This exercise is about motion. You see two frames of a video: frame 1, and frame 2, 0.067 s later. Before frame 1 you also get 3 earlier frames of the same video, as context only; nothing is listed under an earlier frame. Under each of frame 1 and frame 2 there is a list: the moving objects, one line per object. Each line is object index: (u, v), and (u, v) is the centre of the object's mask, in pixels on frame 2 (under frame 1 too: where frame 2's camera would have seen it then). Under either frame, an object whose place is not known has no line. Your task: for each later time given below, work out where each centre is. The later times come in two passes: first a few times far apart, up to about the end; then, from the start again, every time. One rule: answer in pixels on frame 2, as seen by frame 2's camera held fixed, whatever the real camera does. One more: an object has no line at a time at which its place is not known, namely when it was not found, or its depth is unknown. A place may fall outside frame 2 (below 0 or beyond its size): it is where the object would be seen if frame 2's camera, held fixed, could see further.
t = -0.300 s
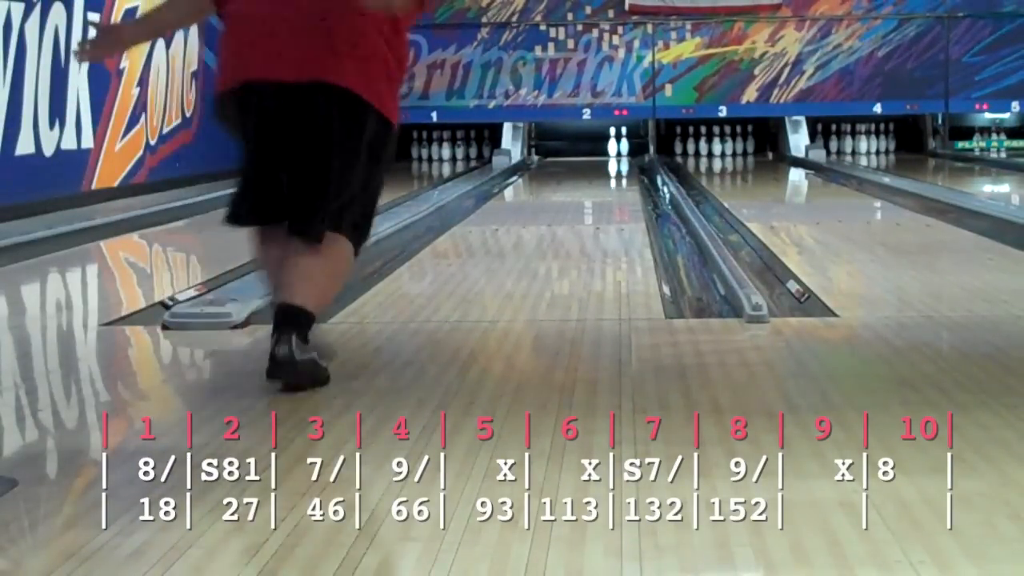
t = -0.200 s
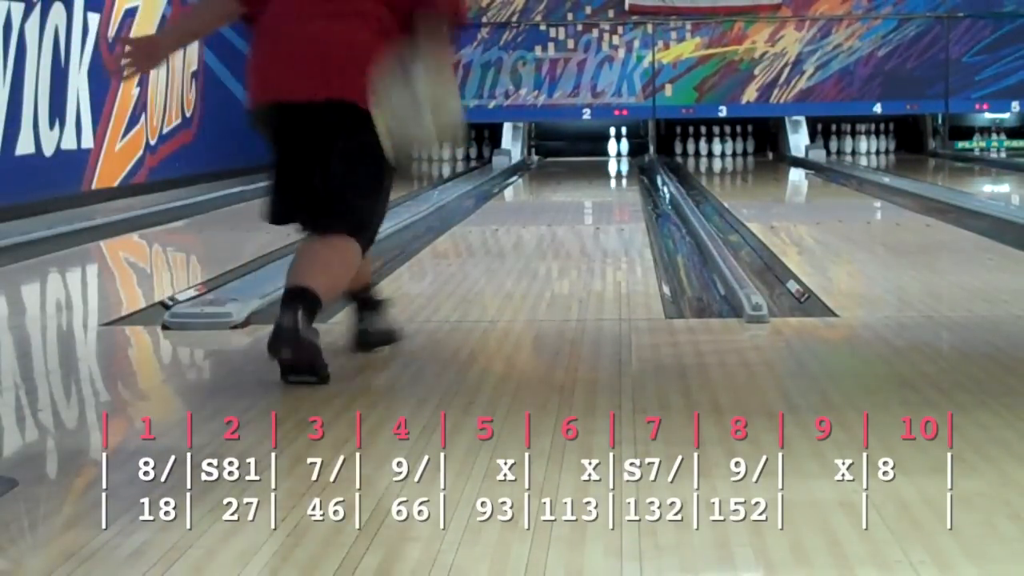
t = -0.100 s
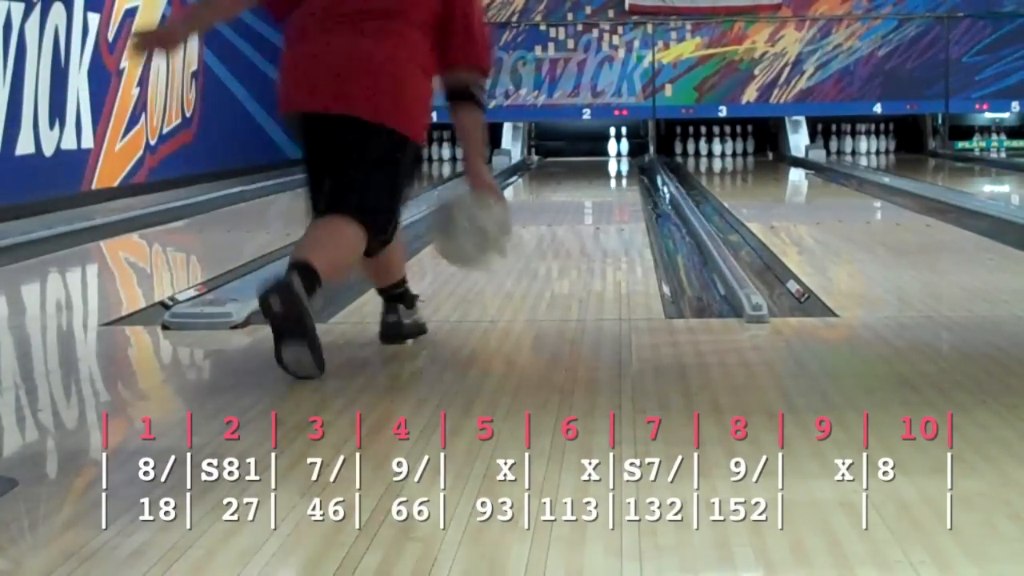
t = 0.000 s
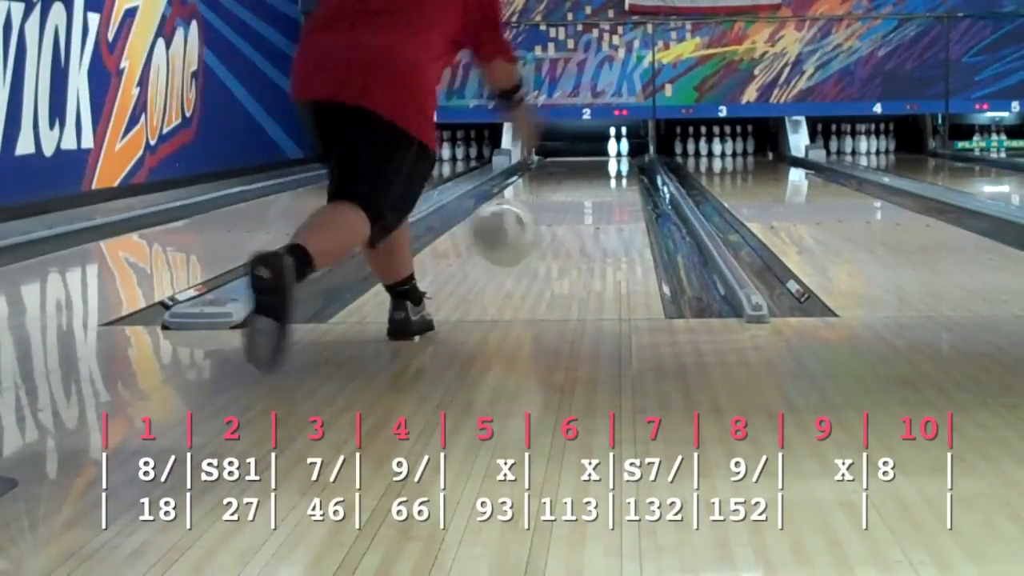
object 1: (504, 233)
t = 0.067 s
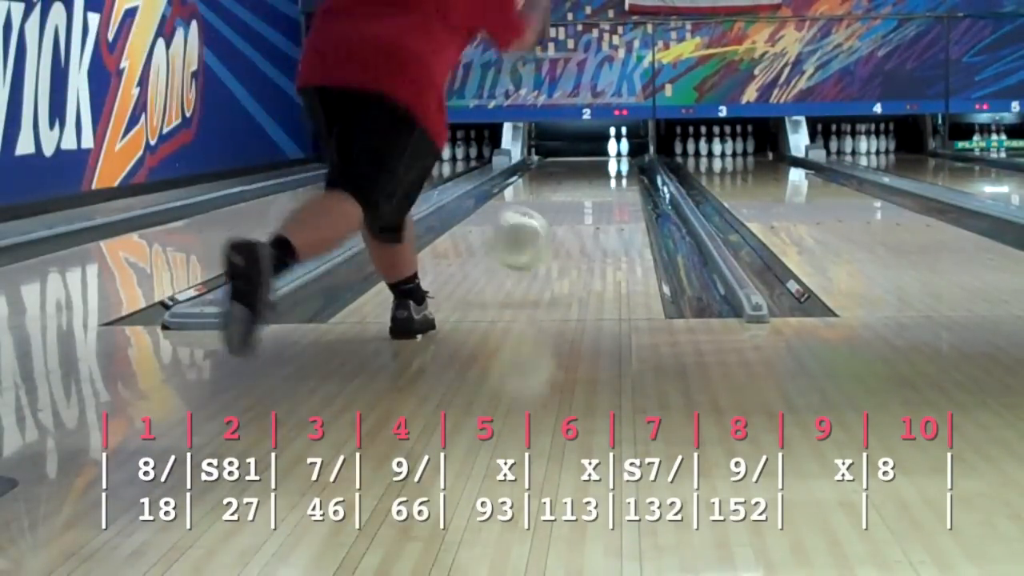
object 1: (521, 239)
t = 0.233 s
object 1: (549, 243)
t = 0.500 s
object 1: (581, 214)
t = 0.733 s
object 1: (597, 198)
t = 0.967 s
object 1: (610, 185)
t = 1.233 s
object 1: (618, 175)
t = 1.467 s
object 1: (624, 167)
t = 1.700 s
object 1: (628, 162)
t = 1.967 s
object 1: (631, 157)
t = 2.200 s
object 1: (633, 153)
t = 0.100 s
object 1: (526, 246)
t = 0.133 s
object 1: (534, 257)
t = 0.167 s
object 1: (539, 253)
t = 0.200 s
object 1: (545, 248)
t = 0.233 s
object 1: (549, 243)
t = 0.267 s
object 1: (553, 239)
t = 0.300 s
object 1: (557, 235)
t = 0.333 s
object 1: (561, 231)
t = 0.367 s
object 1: (566, 227)
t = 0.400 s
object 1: (570, 223)
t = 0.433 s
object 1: (573, 221)
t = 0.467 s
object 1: (577, 217)
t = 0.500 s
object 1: (581, 214)
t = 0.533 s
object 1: (583, 213)
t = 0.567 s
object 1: (587, 209)
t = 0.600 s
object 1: (589, 206)
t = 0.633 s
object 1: (591, 202)
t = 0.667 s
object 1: (593, 201)
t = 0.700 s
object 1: (595, 199)
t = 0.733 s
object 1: (597, 198)
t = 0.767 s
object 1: (599, 196)
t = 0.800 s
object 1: (601, 194)
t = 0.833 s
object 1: (602, 193)
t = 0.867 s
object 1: (605, 190)
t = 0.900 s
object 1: (606, 188)
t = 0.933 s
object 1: (608, 187)
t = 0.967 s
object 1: (610, 185)
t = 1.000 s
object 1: (611, 183)
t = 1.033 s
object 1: (612, 182)
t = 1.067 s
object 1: (612, 180)
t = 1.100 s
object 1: (613, 179)
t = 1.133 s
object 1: (615, 178)
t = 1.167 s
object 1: (616, 176)
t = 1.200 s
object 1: (618, 176)
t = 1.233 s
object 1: (618, 175)
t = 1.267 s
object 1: (620, 173)
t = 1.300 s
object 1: (621, 172)
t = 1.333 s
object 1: (622, 171)
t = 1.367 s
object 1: (622, 170)
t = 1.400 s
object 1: (622, 168)
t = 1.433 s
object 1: (621, 168)
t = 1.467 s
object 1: (624, 167)
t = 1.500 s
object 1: (625, 166)
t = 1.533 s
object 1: (625, 166)
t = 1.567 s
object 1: (626, 165)
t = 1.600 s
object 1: (627, 164)
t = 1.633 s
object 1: (628, 163)
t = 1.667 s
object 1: (628, 163)
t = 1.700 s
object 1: (628, 162)
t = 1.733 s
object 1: (629, 162)
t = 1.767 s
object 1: (629, 162)
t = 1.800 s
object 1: (630, 160)
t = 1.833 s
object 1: (630, 160)
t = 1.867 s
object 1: (630, 159)
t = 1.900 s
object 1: (630, 159)
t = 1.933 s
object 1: (631, 157)
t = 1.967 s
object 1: (631, 157)
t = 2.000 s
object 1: (632, 157)
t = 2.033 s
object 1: (632, 156)
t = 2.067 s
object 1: (632, 155)
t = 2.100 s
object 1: (632, 155)
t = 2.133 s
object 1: (632, 154)
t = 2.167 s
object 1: (633, 154)
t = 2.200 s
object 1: (633, 153)
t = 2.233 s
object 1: (634, 153)
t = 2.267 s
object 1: (634, 152)
